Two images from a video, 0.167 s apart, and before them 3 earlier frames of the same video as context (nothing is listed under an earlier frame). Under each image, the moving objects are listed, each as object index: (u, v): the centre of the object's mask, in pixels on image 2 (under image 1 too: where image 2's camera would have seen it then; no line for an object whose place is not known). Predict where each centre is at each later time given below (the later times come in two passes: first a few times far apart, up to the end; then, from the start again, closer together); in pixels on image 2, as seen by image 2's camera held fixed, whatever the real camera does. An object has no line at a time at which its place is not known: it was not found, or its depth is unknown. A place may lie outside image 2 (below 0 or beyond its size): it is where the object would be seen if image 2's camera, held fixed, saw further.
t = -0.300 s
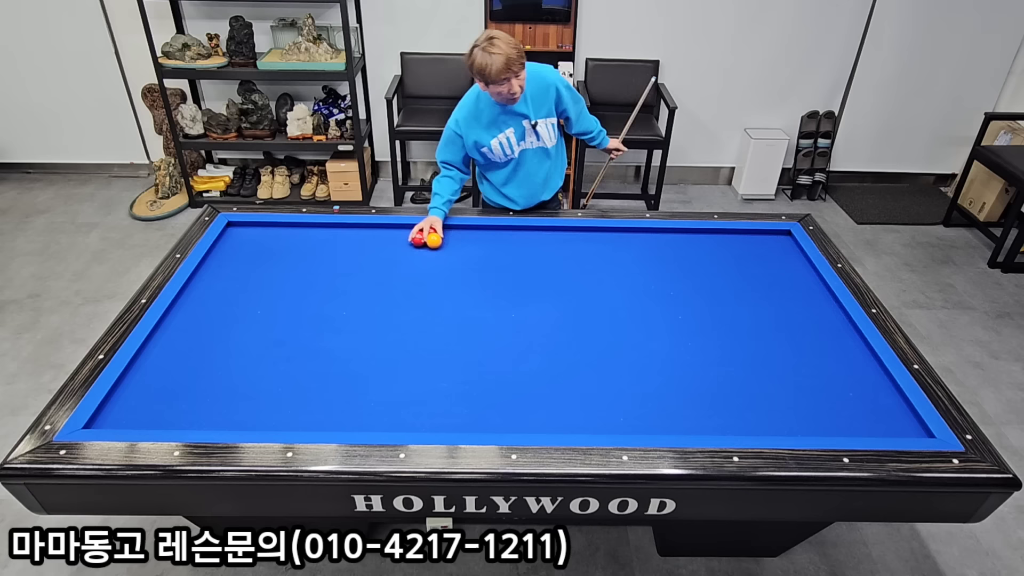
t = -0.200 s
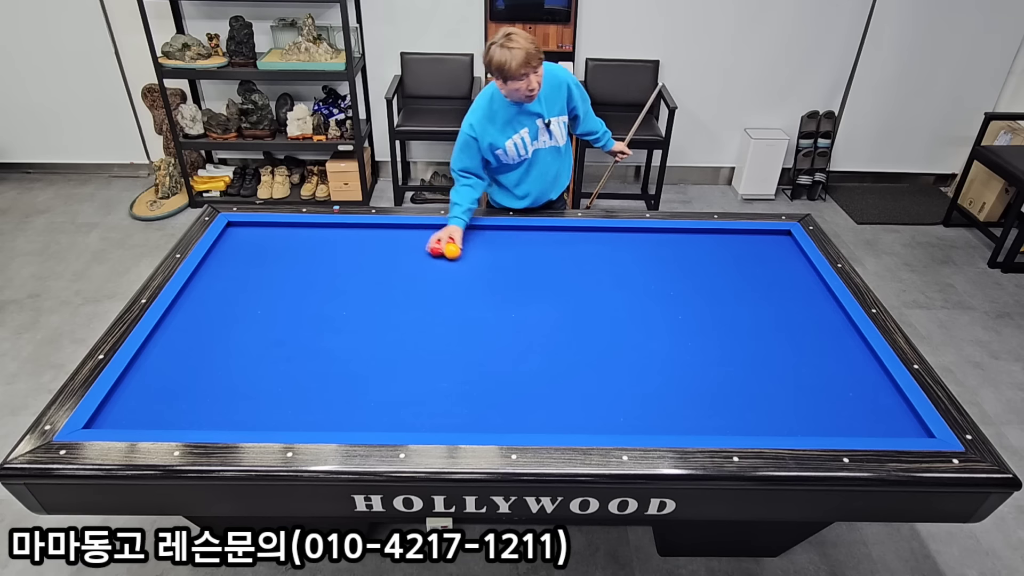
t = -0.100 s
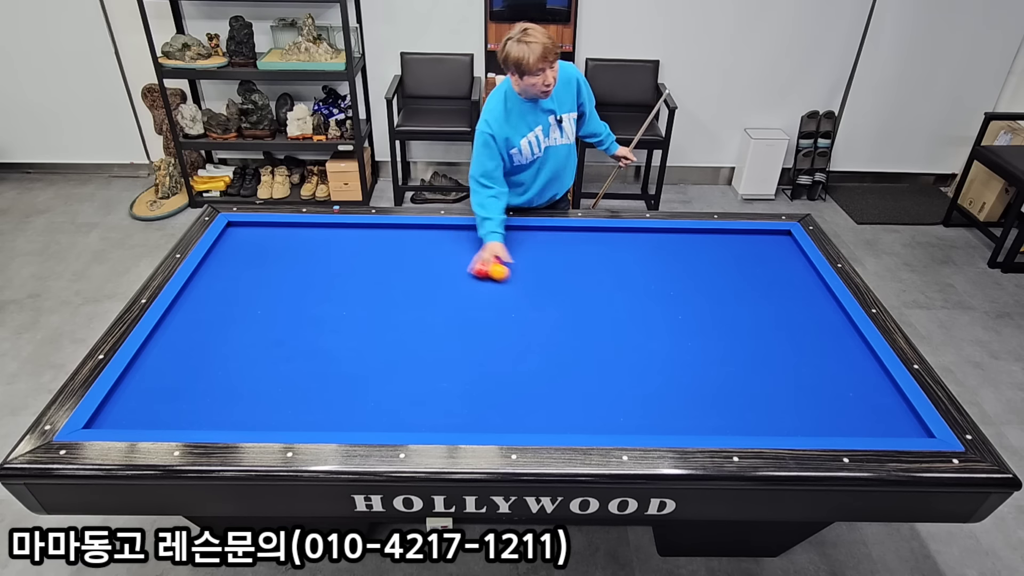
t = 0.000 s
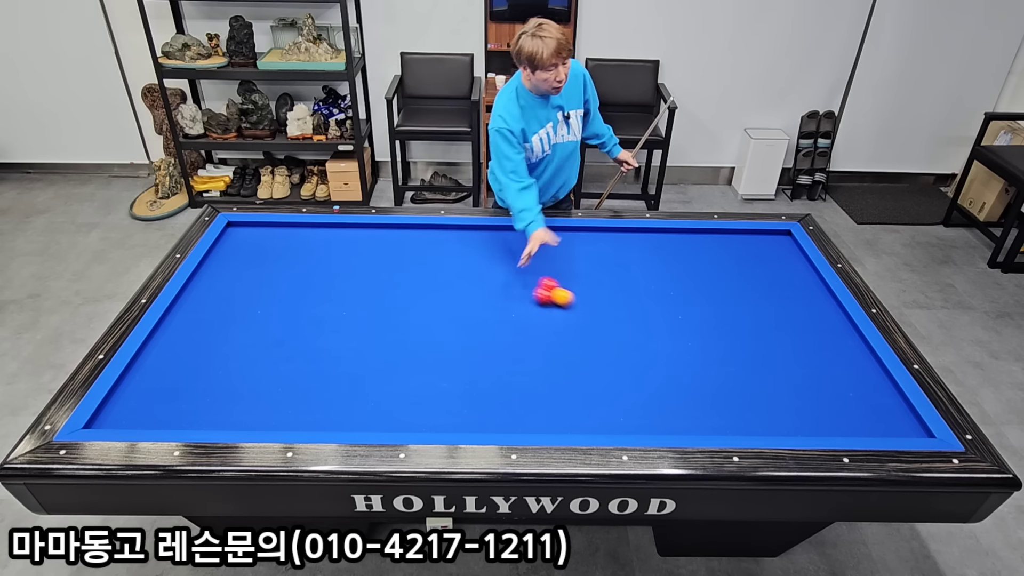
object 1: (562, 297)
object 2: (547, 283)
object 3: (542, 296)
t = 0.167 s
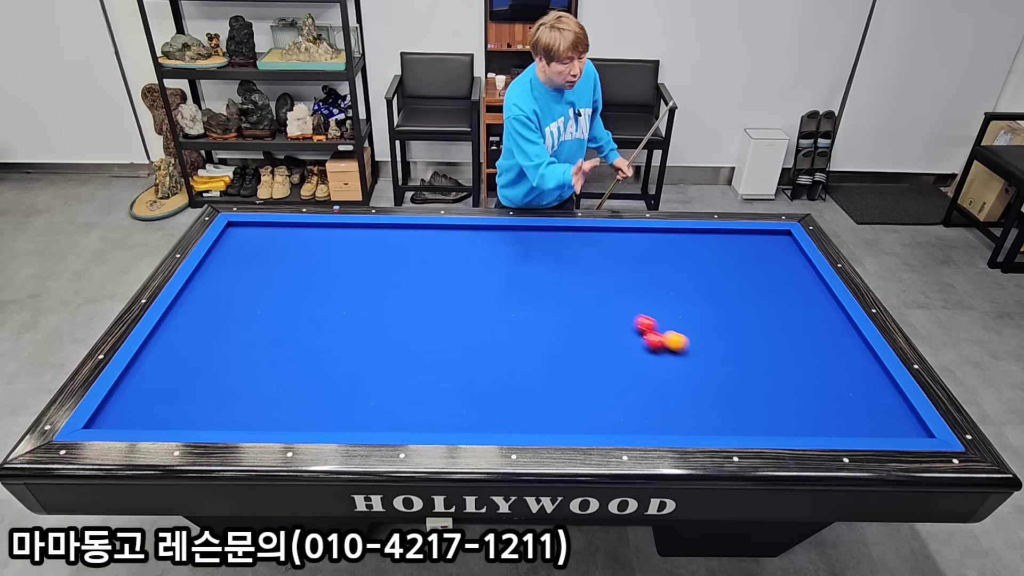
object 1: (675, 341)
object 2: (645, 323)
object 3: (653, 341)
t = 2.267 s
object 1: (705, 304)
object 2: (257, 412)
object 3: (410, 411)
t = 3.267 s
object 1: (634, 265)
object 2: (175, 391)
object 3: (205, 400)
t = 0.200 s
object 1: (699, 350)
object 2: (665, 332)
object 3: (677, 351)
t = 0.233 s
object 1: (723, 360)
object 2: (685, 340)
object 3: (700, 360)
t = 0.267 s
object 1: (747, 370)
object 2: (705, 349)
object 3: (724, 369)
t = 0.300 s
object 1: (771, 379)
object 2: (726, 357)
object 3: (748, 380)
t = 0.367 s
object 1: (821, 399)
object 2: (767, 373)
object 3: (797, 400)
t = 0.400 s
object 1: (847, 410)
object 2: (788, 382)
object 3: (823, 410)
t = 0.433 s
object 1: (873, 419)
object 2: (809, 390)
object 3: (848, 420)
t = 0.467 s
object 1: (898, 428)
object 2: (831, 398)
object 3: (873, 428)
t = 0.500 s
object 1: (911, 424)
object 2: (852, 407)
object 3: (887, 425)
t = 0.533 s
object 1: (911, 418)
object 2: (860, 412)
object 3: (888, 420)
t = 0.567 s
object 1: (903, 413)
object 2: (839, 411)
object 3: (873, 420)
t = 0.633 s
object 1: (889, 405)
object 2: (800, 408)
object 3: (843, 422)
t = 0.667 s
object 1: (883, 402)
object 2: (781, 407)
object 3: (829, 422)
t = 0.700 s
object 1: (878, 399)
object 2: (764, 406)
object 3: (815, 423)
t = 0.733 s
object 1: (873, 396)
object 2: (746, 405)
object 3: (802, 423)
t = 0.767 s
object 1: (868, 393)
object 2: (729, 404)
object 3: (790, 424)
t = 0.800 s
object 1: (863, 391)
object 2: (713, 404)
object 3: (778, 424)
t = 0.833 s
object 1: (859, 388)
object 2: (697, 403)
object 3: (767, 425)
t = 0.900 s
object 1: (850, 383)
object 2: (668, 404)
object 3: (746, 426)
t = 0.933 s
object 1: (846, 381)
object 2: (654, 403)
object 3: (736, 427)
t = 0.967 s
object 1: (841, 378)
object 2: (641, 403)
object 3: (727, 427)
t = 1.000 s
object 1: (837, 376)
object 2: (628, 404)
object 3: (718, 426)
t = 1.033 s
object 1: (833, 374)
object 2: (615, 404)
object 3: (710, 426)
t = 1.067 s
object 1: (828, 371)
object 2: (603, 405)
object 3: (701, 425)
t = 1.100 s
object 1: (824, 369)
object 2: (592, 405)
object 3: (692, 425)
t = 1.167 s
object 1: (816, 364)
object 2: (571, 407)
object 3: (676, 424)
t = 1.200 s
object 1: (812, 362)
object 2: (560, 408)
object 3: (667, 424)
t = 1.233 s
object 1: (808, 360)
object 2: (551, 410)
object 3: (659, 424)
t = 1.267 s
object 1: (804, 358)
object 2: (541, 411)
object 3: (650, 423)
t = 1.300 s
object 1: (800, 356)
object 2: (531, 412)
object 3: (642, 423)
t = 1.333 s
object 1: (796, 354)
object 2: (521, 413)
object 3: (633, 422)
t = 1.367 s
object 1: (793, 352)
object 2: (511, 414)
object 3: (625, 422)
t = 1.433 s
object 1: (785, 348)
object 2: (491, 417)
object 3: (609, 421)
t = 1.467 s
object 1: (781, 346)
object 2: (481, 418)
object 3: (601, 421)
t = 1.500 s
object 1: (778, 344)
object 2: (471, 419)
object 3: (592, 420)
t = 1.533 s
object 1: (774, 342)
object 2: (461, 420)
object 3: (584, 420)
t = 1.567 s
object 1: (771, 340)
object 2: (451, 421)
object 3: (576, 420)
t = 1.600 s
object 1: (767, 338)
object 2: (441, 422)
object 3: (568, 419)
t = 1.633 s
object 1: (764, 336)
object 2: (431, 423)
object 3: (560, 419)
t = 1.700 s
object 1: (757, 332)
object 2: (411, 423)
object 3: (544, 418)
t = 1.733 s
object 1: (754, 331)
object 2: (402, 422)
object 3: (535, 417)
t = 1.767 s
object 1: (750, 329)
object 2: (392, 422)
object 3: (527, 417)
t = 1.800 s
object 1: (747, 327)
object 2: (383, 421)
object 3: (519, 417)
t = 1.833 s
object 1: (744, 325)
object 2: (374, 421)
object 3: (512, 416)
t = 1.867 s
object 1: (741, 324)
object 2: (365, 420)
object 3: (504, 416)
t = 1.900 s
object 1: (738, 321)
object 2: (355, 419)
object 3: (496, 415)
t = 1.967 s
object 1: (731, 318)
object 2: (337, 418)
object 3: (480, 414)
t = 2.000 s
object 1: (728, 317)
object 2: (328, 418)
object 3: (472, 414)
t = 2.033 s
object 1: (725, 315)
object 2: (319, 417)
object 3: (464, 414)
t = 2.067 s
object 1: (722, 313)
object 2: (310, 416)
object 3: (456, 413)
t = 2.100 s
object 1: (720, 312)
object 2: (301, 415)
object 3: (449, 413)
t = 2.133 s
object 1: (716, 310)
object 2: (293, 414)
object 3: (441, 412)
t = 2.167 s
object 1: (714, 308)
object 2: (284, 414)
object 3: (433, 412)
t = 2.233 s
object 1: (708, 305)
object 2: (266, 412)
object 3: (418, 411)
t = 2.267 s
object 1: (705, 304)
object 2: (257, 412)
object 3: (410, 411)
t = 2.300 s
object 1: (703, 302)
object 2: (249, 411)
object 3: (402, 410)
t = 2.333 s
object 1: (700, 301)
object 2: (240, 410)
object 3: (395, 410)
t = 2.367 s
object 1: (697, 300)
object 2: (231, 409)
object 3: (387, 409)
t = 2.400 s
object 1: (695, 298)
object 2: (222, 409)
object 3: (380, 409)
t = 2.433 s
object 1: (692, 297)
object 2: (214, 408)
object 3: (372, 408)
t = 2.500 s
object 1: (687, 294)
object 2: (196, 407)
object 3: (357, 407)
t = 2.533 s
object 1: (684, 292)
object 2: (188, 406)
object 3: (350, 407)
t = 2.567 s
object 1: (681, 291)
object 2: (180, 405)
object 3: (342, 406)
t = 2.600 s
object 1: (679, 290)
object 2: (171, 405)
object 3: (335, 406)
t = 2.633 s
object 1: (677, 288)
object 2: (162, 404)
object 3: (328, 405)
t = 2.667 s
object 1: (674, 287)
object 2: (154, 403)
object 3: (320, 405)
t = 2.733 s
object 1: (669, 284)
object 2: (137, 402)
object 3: (306, 404)
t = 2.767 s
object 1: (667, 283)
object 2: (130, 401)
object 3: (298, 404)
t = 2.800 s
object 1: (665, 282)
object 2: (121, 400)
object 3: (291, 403)
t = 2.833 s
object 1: (662, 280)
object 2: (113, 401)
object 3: (284, 403)
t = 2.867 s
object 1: (660, 279)
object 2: (119, 399)
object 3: (276, 403)
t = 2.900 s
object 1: (658, 278)
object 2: (127, 399)
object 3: (269, 402)
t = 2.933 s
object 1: (655, 277)
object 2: (134, 398)
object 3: (262, 402)
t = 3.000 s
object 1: (651, 274)
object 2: (146, 397)
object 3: (248, 401)
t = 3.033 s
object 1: (649, 273)
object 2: (151, 397)
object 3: (241, 401)
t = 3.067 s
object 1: (647, 272)
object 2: (156, 396)
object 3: (234, 400)
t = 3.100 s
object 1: (644, 271)
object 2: (162, 396)
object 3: (226, 400)
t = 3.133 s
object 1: (642, 269)
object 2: (167, 395)
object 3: (220, 399)
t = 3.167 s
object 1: (640, 268)
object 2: (172, 395)
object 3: (212, 399)
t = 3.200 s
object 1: (638, 267)
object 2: (178, 394)
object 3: (205, 398)
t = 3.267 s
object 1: (634, 265)
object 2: (175, 391)
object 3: (205, 400)
